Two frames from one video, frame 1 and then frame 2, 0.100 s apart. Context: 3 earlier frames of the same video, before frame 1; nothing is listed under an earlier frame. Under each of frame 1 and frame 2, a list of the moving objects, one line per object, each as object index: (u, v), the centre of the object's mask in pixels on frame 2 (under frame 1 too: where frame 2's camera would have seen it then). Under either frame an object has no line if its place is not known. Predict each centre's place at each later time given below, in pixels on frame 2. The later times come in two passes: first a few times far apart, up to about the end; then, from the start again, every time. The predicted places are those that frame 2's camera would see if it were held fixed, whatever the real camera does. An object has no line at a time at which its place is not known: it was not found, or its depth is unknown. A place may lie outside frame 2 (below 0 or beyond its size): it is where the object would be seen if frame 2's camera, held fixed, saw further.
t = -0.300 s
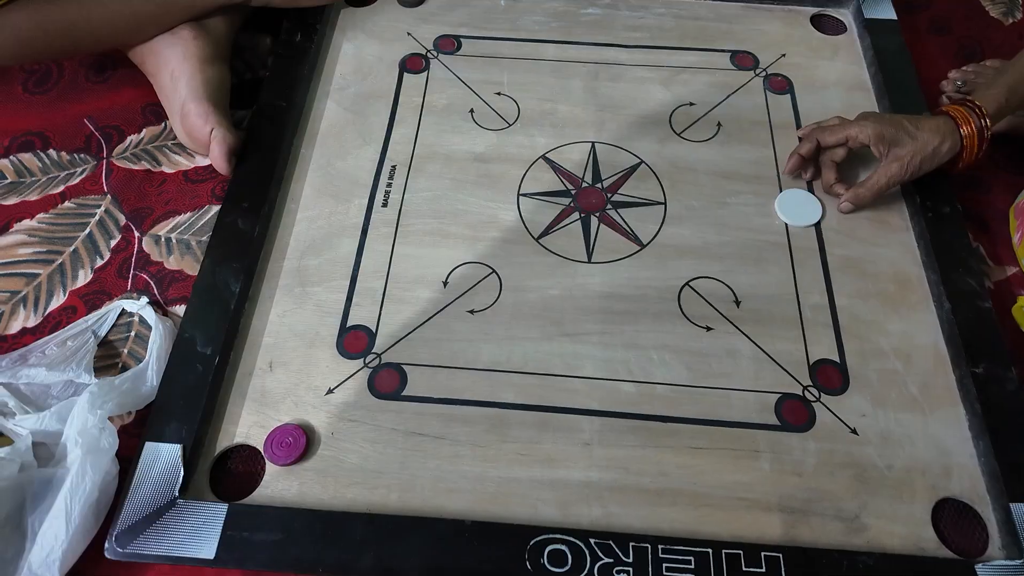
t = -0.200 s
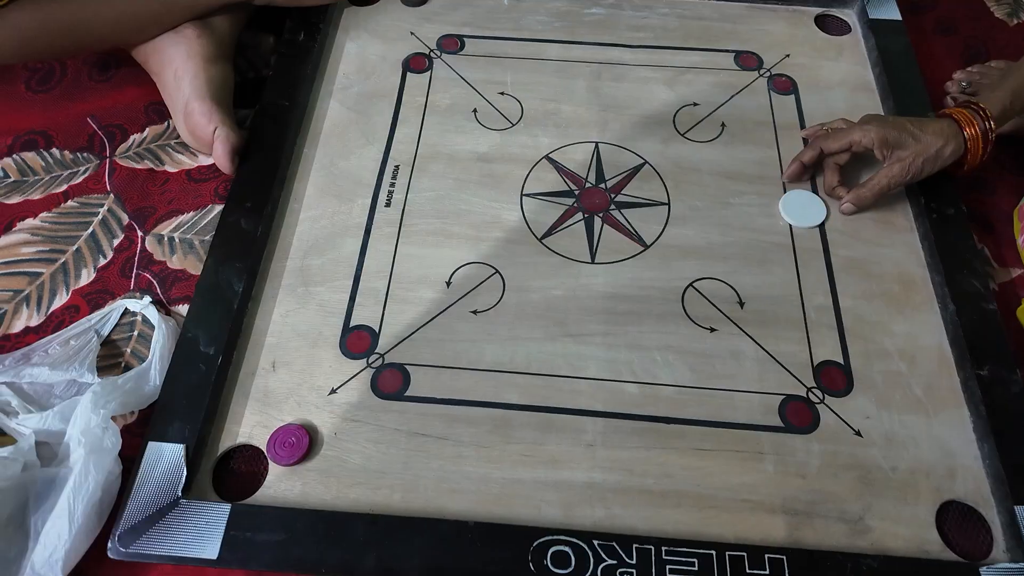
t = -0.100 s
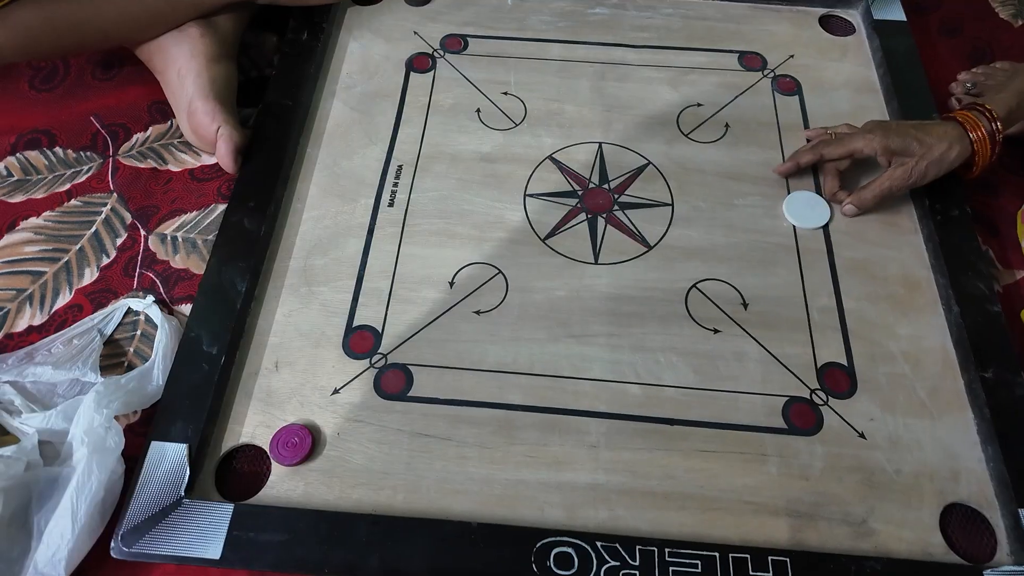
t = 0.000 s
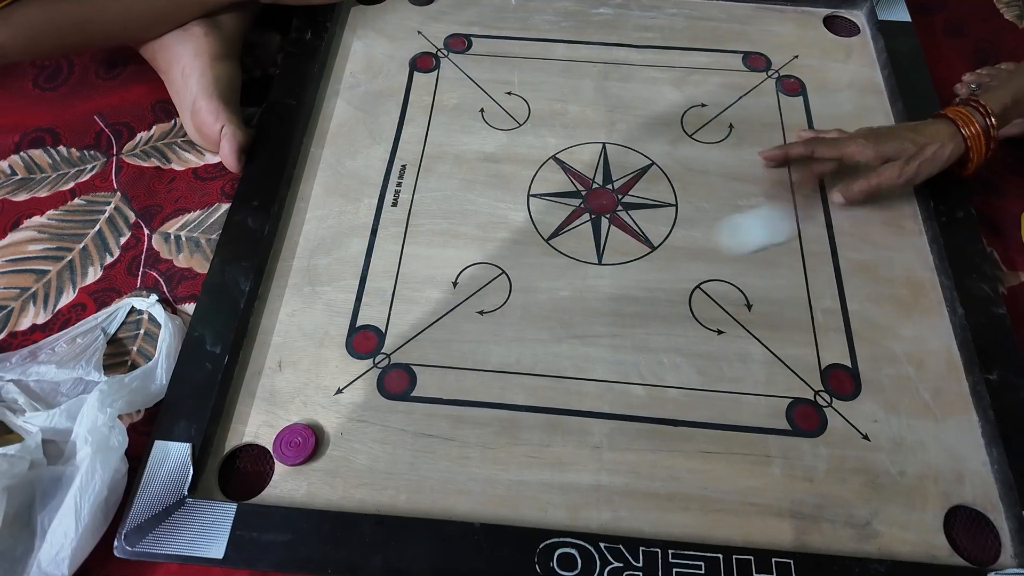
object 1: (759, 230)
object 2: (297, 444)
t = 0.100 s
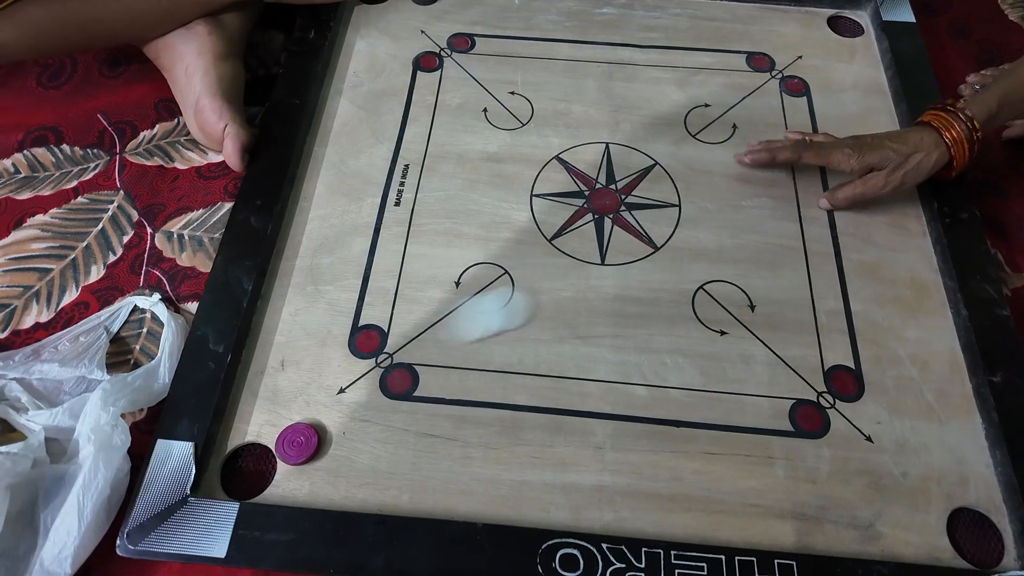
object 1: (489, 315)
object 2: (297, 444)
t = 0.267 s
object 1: (385, 400)
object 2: (298, 465)
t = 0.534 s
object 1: (617, 410)
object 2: (298, 471)
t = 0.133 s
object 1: (401, 343)
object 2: (297, 444)
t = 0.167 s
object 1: (298, 374)
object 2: (297, 444)
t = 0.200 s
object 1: (291, 393)
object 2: (297, 444)
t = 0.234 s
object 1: (341, 399)
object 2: (298, 454)
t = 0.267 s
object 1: (385, 400)
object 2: (298, 465)
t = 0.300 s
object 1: (433, 402)
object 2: (298, 470)
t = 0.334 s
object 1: (471, 403)
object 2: (298, 471)
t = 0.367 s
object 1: (503, 405)
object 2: (298, 471)
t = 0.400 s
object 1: (534, 406)
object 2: (298, 471)
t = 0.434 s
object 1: (561, 407)
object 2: (298, 471)
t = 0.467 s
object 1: (582, 408)
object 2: (298, 471)
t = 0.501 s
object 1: (602, 409)
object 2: (298, 471)
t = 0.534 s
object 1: (617, 410)
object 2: (298, 471)
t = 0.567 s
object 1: (628, 411)
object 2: (298, 471)
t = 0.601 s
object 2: (298, 471)
